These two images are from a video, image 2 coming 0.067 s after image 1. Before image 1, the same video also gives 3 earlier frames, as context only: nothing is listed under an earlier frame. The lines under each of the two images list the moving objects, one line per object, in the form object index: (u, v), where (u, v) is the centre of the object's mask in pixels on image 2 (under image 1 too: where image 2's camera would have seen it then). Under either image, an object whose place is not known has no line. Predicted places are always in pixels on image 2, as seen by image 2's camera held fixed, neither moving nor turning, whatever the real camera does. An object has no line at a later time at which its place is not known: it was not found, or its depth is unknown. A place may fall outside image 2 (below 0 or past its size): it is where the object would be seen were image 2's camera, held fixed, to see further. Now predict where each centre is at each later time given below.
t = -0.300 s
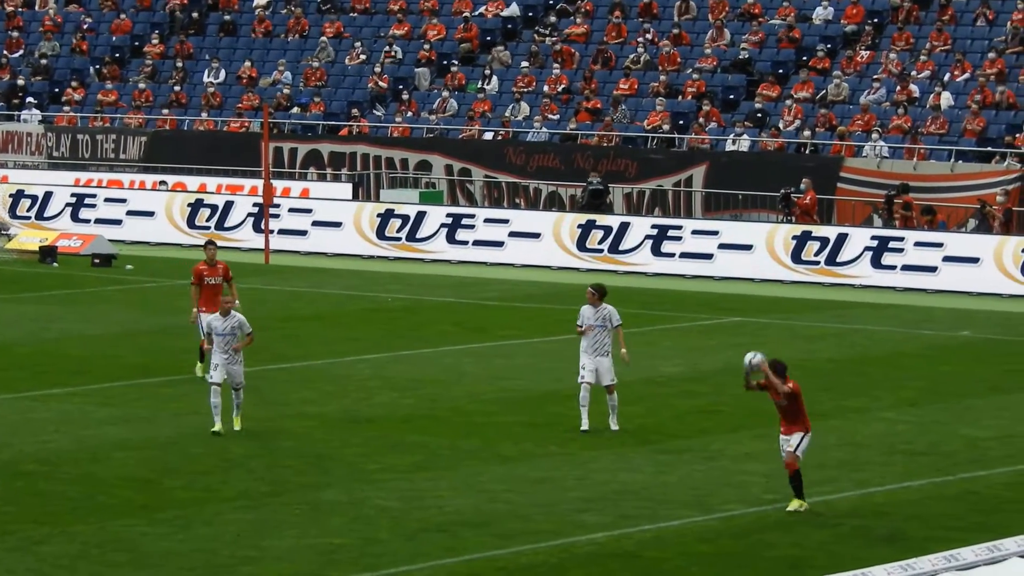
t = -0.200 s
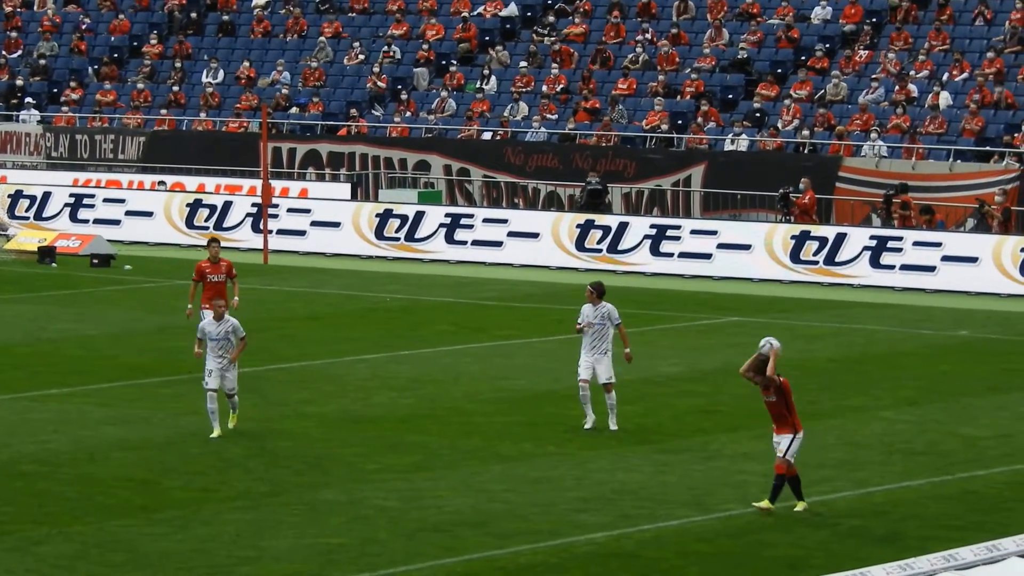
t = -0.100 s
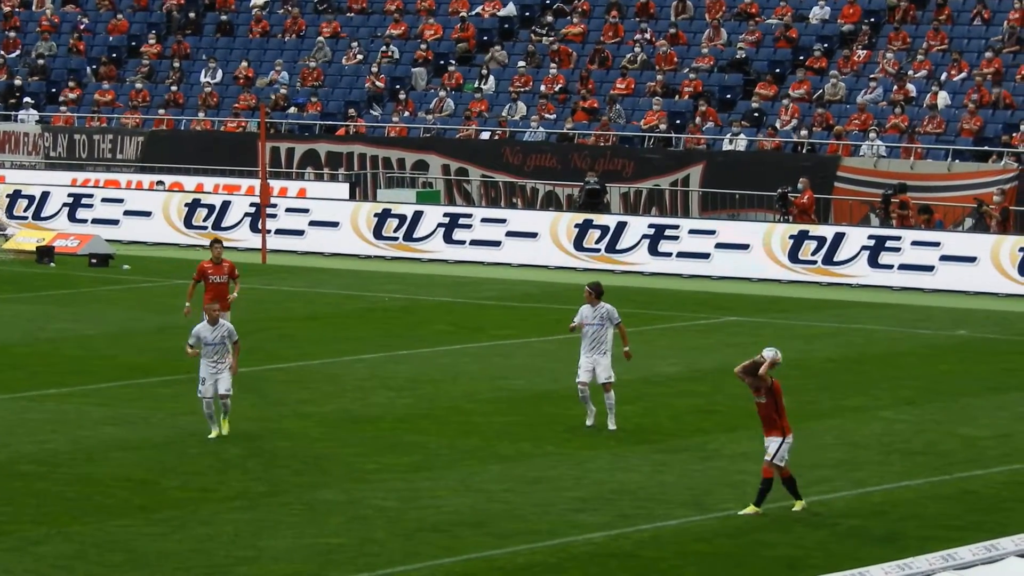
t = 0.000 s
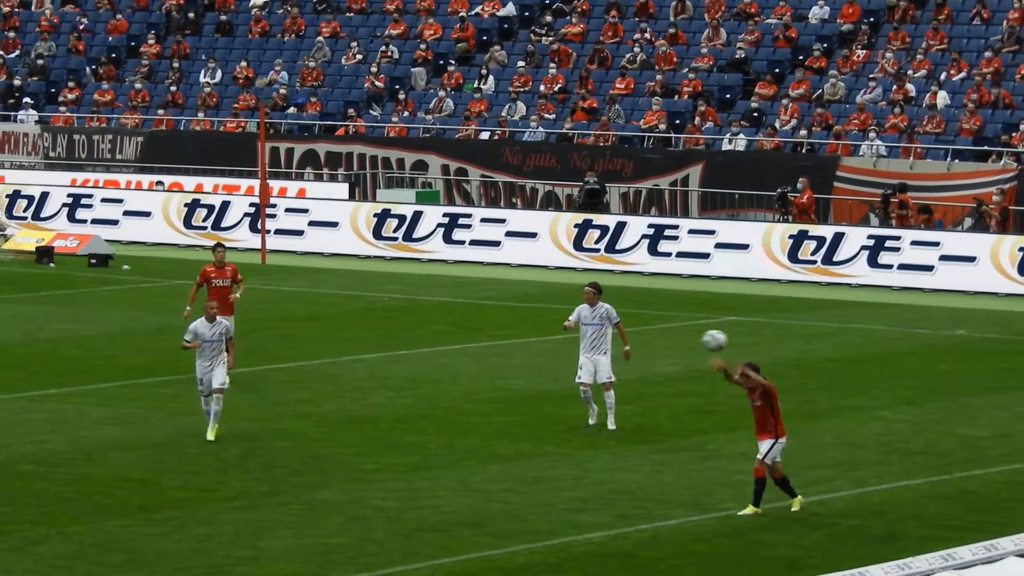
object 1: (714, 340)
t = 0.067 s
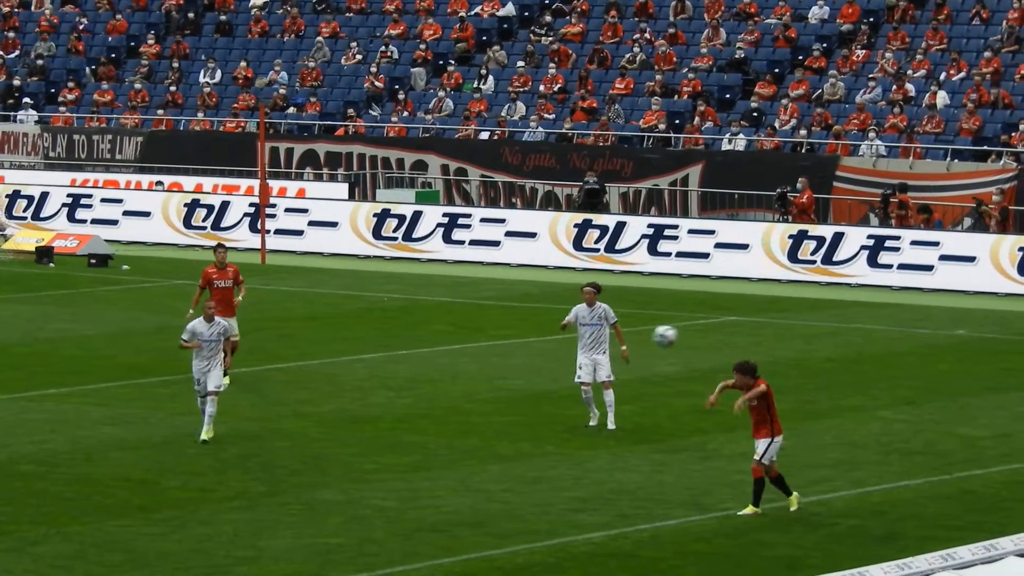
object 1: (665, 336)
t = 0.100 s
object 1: (640, 335)
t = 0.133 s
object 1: (616, 336)
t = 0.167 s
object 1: (590, 338)
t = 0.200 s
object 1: (564, 341)
